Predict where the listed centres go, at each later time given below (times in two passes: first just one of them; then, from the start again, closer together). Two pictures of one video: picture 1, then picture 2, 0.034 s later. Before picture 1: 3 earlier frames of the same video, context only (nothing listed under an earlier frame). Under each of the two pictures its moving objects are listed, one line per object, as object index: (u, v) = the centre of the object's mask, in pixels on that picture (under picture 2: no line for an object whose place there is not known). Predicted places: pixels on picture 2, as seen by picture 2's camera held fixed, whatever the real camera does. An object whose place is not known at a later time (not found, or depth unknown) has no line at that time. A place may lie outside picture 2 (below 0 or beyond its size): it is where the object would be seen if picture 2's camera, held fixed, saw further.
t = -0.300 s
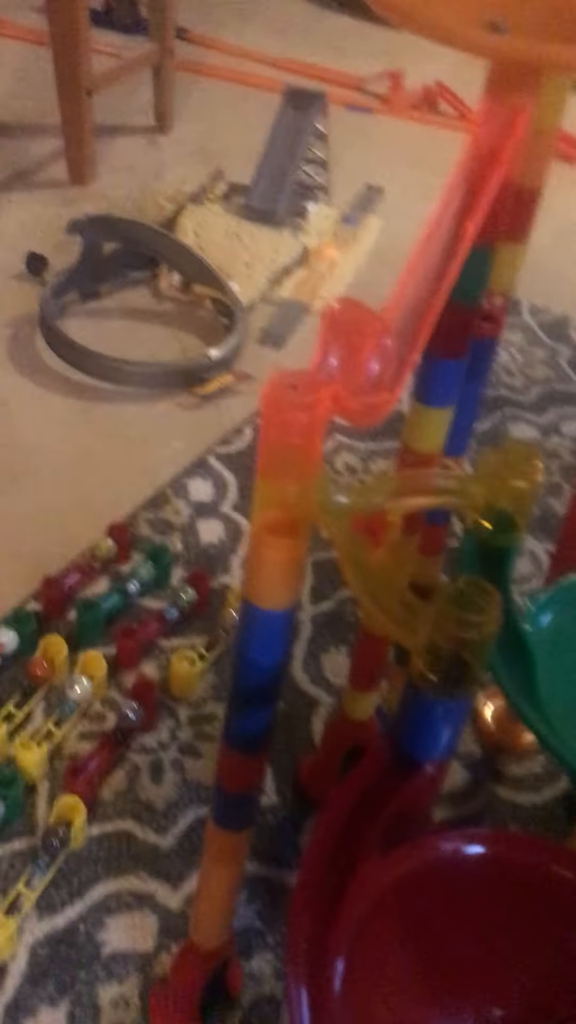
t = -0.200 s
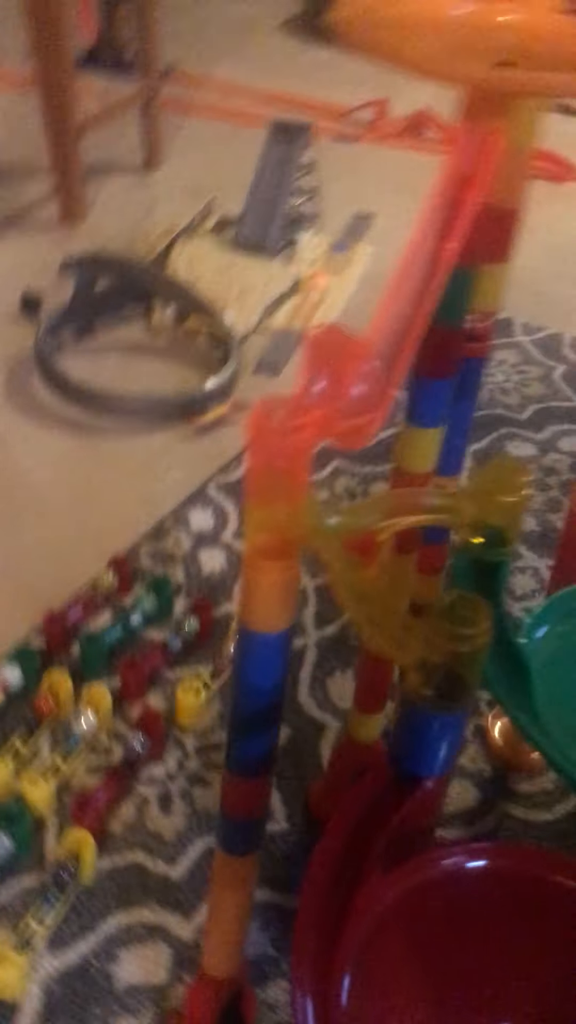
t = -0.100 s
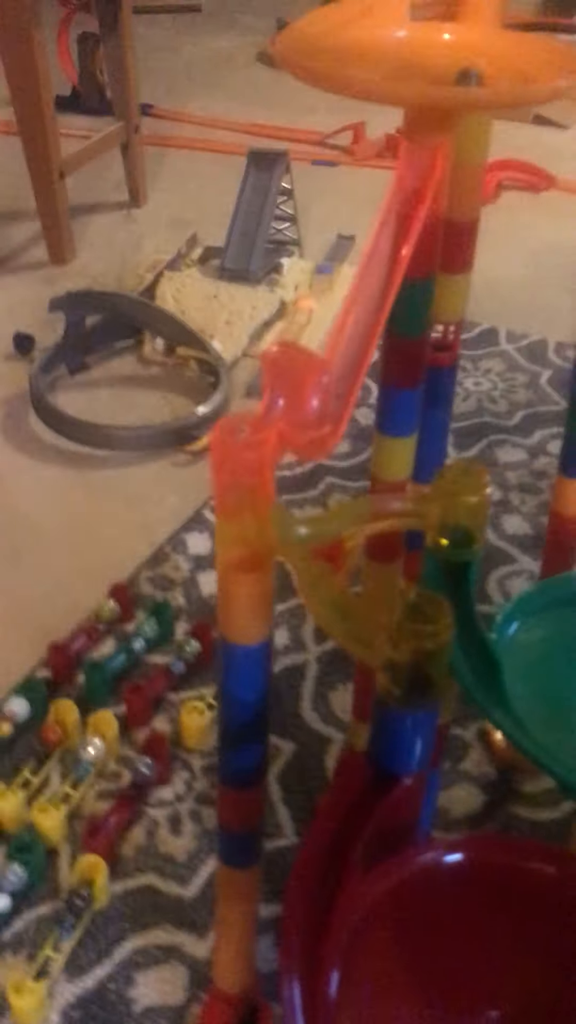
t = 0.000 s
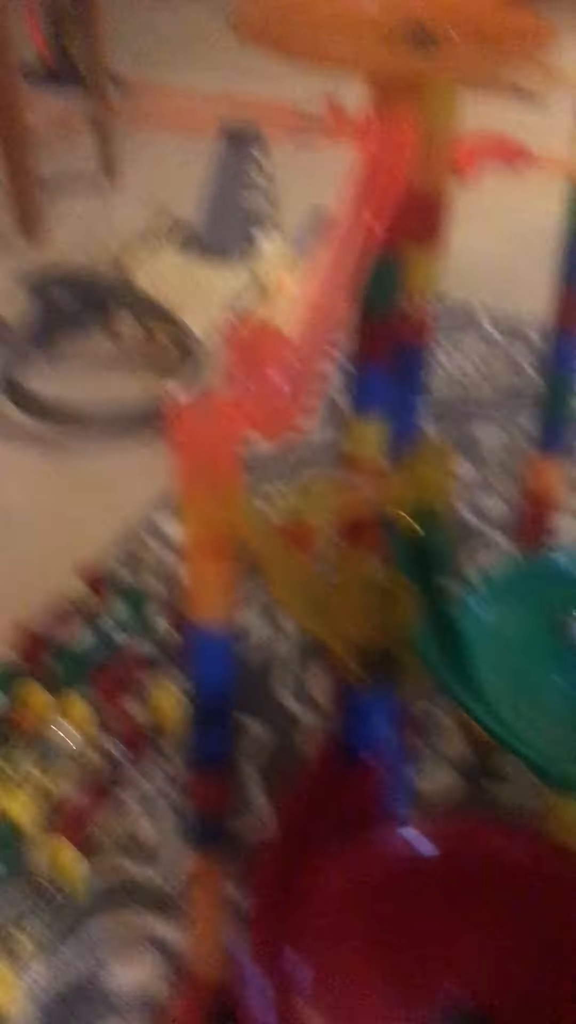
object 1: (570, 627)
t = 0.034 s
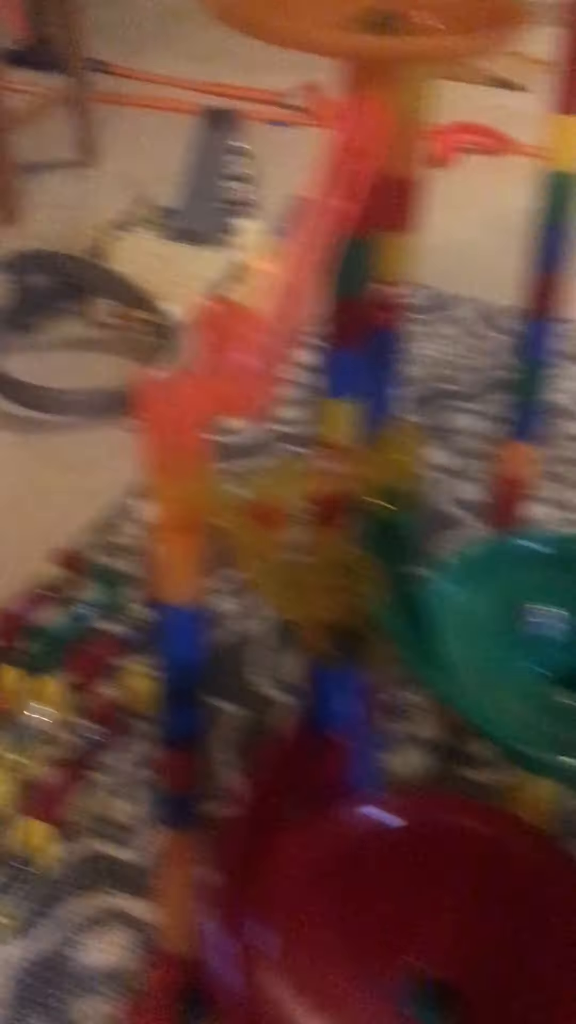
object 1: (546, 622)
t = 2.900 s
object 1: (557, 640)
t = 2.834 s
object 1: (575, 628)
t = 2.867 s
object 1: (566, 631)
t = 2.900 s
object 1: (557, 640)
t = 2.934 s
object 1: (554, 651)
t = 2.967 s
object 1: (558, 665)
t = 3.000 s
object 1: (568, 671)
